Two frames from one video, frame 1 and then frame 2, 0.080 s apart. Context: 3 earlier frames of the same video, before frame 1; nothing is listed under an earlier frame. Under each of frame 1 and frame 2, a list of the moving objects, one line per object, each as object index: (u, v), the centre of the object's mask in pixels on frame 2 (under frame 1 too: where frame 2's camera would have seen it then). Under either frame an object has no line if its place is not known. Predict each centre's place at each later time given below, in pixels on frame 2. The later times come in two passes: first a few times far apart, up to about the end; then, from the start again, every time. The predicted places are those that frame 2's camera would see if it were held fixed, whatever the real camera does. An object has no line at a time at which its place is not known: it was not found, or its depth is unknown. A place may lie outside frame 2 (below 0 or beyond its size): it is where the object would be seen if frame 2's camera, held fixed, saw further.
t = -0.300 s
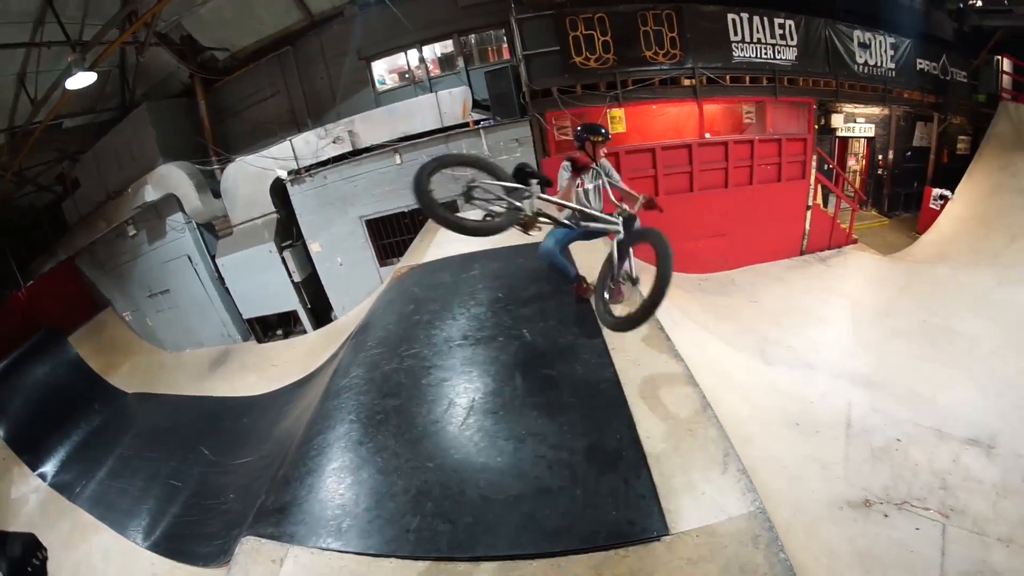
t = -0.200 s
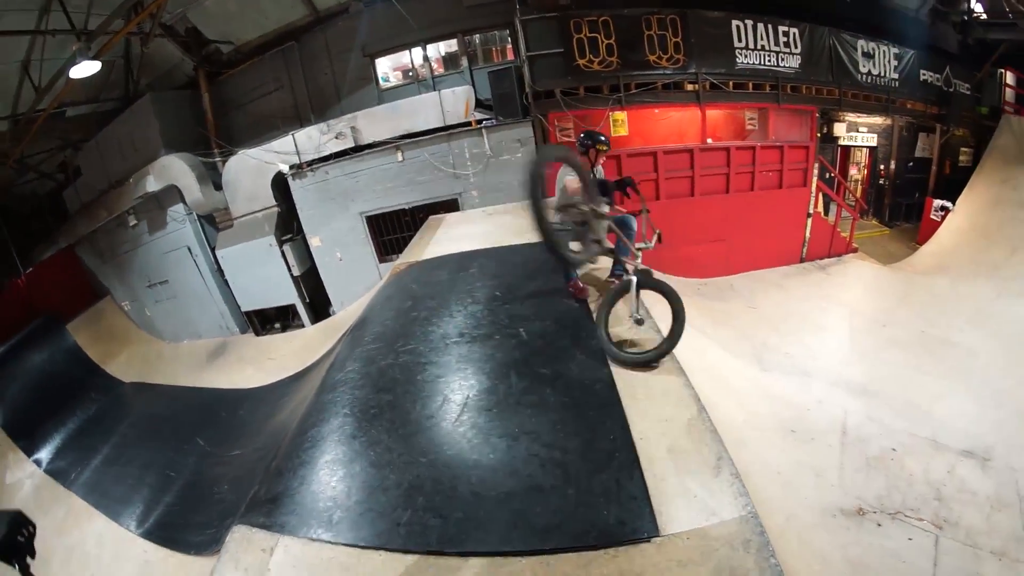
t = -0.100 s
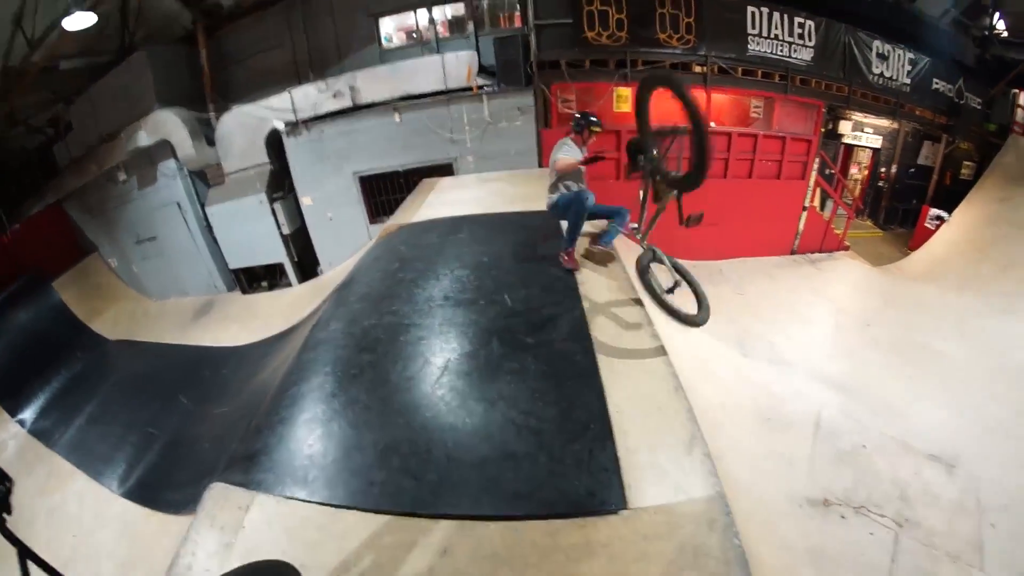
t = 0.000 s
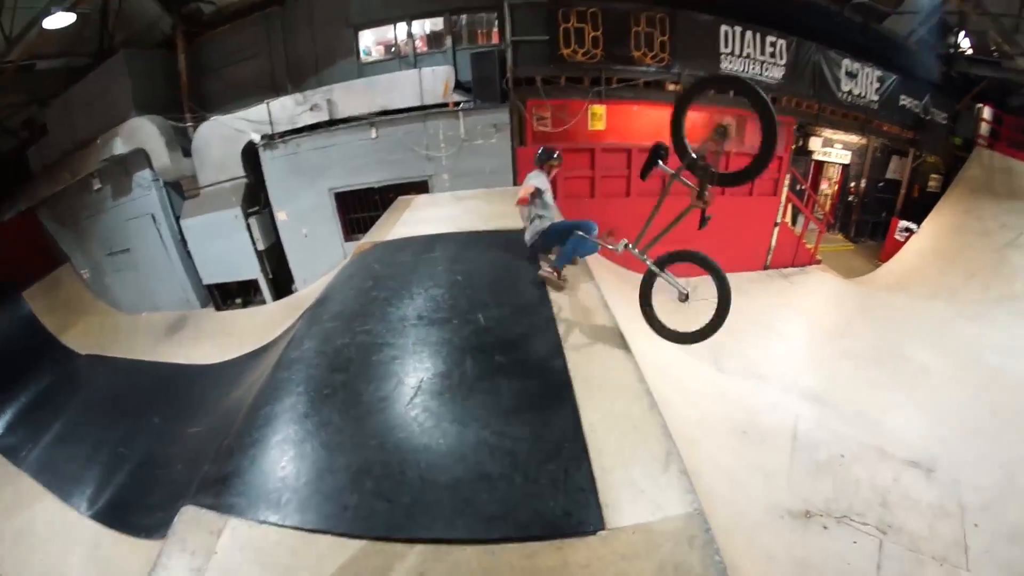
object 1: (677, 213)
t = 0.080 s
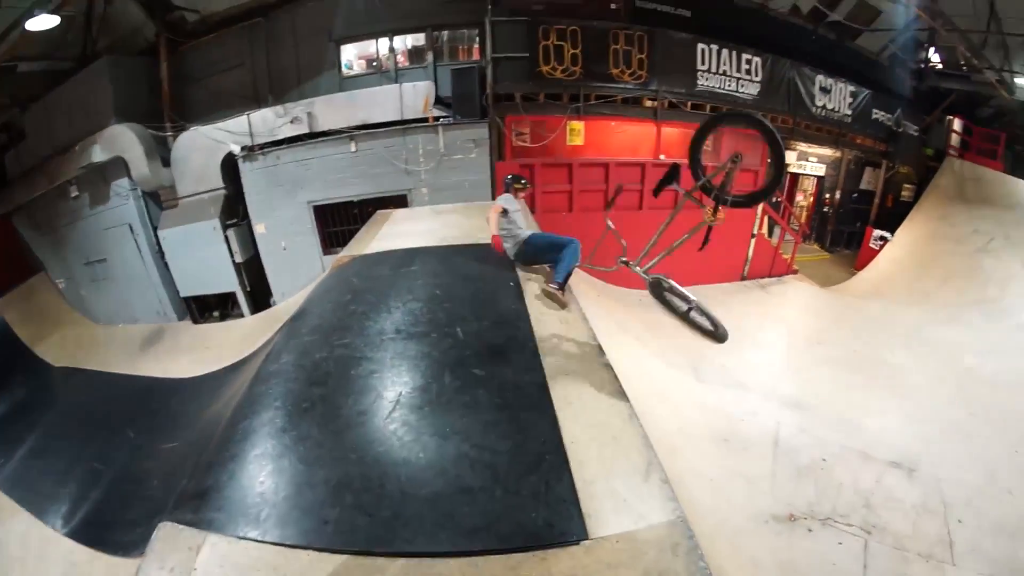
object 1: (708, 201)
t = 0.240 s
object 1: (740, 269)
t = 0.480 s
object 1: (777, 372)
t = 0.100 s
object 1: (707, 214)
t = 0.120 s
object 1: (711, 231)
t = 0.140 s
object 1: (717, 243)
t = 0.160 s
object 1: (725, 254)
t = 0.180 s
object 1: (731, 261)
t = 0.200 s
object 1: (735, 266)
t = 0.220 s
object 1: (738, 269)
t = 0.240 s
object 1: (740, 269)
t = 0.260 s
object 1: (739, 264)
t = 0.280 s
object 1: (745, 275)
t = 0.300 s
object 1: (752, 296)
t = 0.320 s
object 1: (758, 315)
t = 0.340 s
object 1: (764, 332)
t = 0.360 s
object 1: (767, 339)
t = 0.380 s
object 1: (769, 342)
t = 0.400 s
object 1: (770, 348)
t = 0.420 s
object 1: (772, 353)
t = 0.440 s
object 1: (774, 359)
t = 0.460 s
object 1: (775, 366)
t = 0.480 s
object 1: (777, 372)
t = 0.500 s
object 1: (779, 380)
